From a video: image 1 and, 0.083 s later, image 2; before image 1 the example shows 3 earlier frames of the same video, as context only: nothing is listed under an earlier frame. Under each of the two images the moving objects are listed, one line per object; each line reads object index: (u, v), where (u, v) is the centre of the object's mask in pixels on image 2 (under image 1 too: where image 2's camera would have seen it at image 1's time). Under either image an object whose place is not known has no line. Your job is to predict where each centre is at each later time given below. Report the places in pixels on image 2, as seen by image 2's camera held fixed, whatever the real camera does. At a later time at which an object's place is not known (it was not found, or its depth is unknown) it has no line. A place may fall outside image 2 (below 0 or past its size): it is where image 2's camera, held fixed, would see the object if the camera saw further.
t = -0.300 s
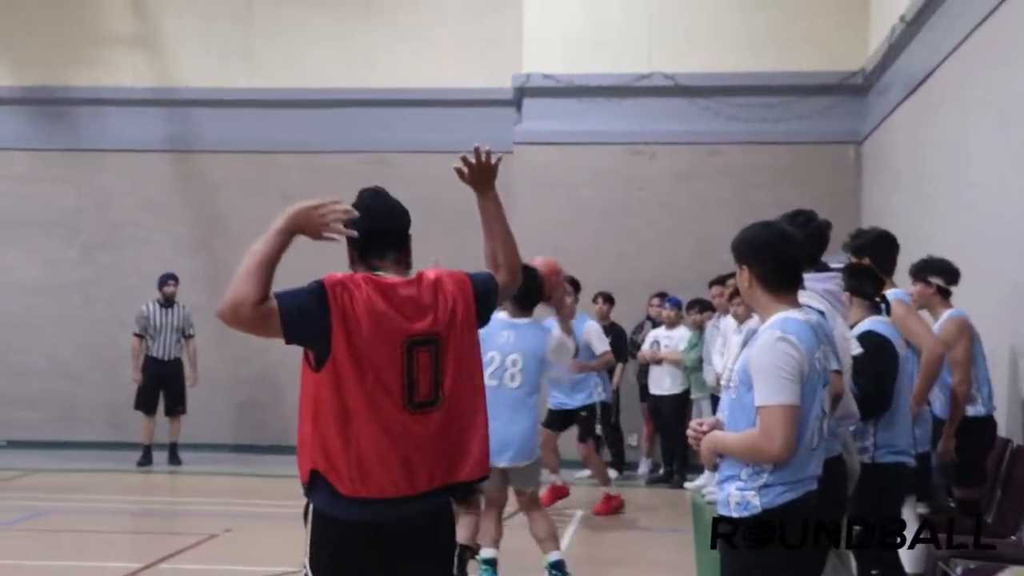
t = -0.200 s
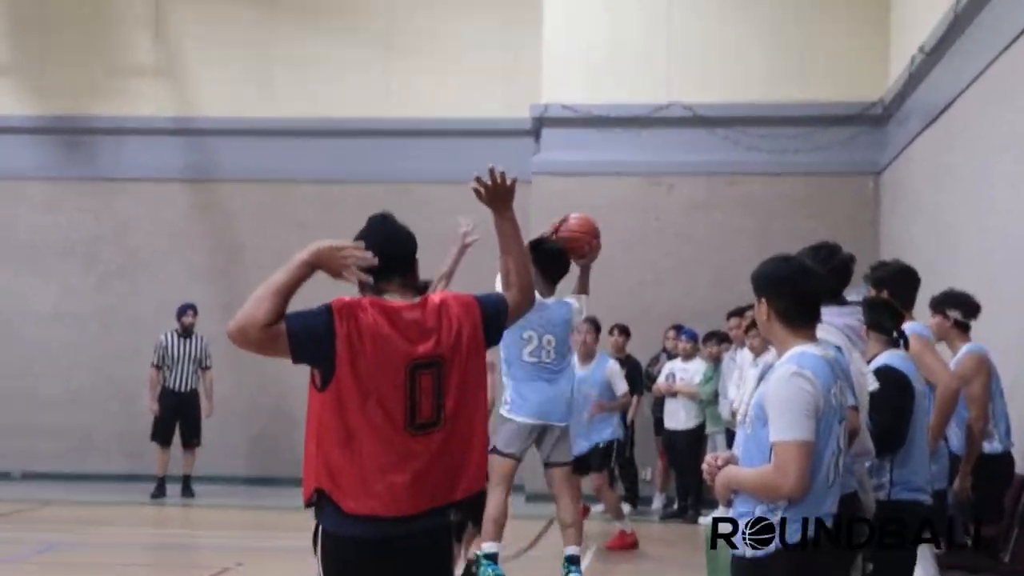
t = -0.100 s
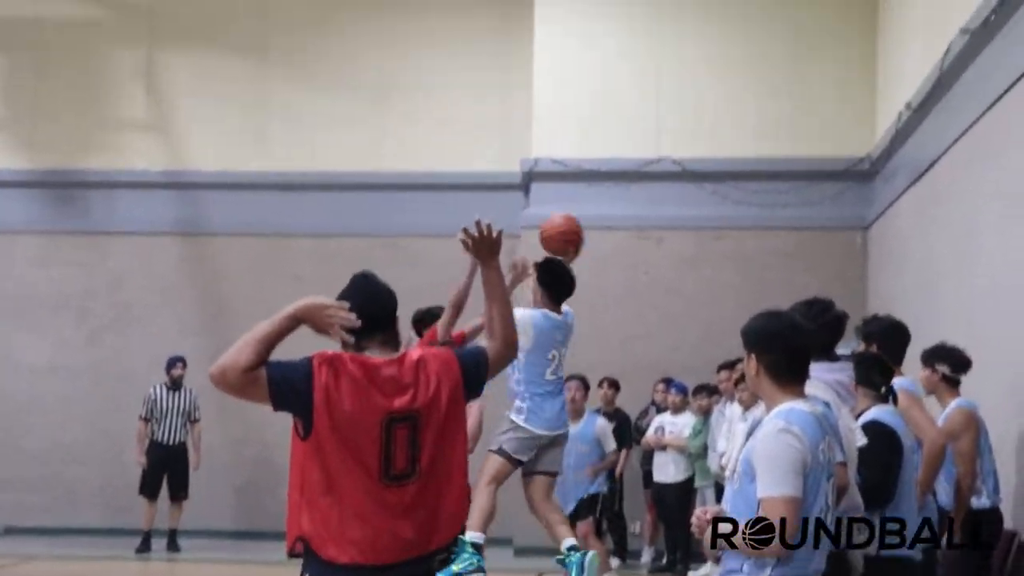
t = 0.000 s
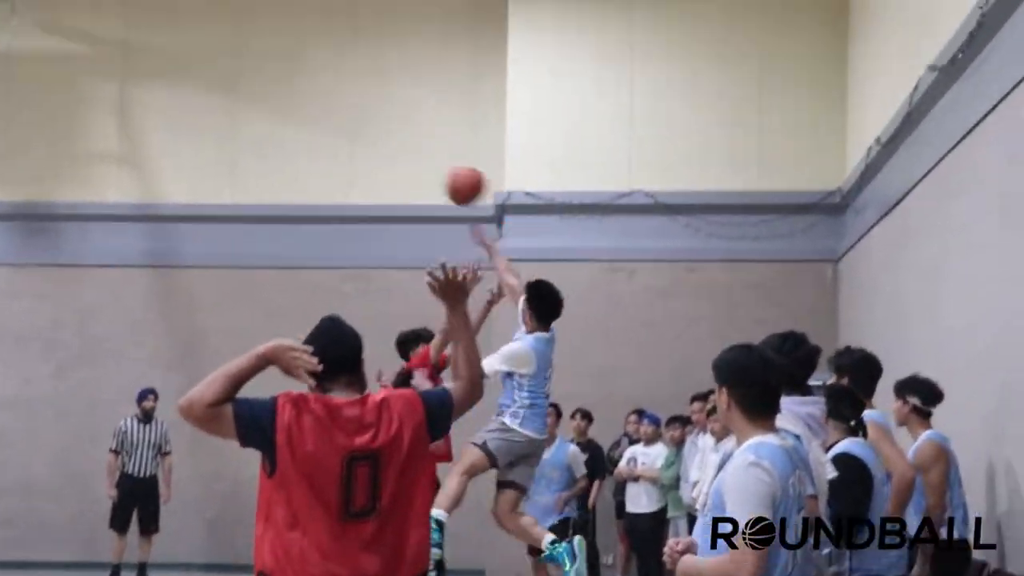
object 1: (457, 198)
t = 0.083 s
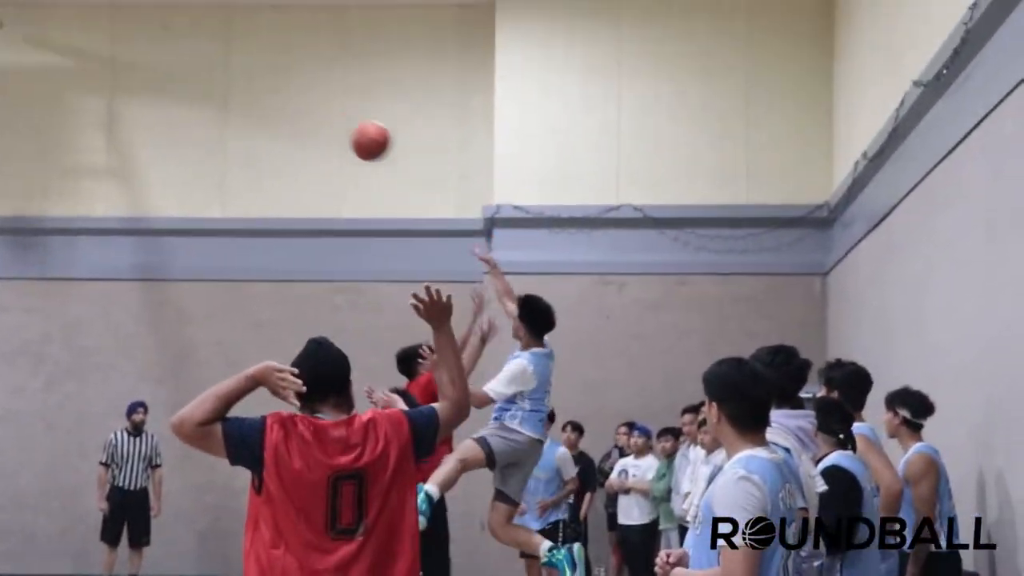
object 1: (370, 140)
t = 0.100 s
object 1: (353, 131)
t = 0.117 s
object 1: (337, 121)
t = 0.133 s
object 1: (321, 113)
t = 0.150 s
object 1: (304, 105)
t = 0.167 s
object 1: (289, 98)
